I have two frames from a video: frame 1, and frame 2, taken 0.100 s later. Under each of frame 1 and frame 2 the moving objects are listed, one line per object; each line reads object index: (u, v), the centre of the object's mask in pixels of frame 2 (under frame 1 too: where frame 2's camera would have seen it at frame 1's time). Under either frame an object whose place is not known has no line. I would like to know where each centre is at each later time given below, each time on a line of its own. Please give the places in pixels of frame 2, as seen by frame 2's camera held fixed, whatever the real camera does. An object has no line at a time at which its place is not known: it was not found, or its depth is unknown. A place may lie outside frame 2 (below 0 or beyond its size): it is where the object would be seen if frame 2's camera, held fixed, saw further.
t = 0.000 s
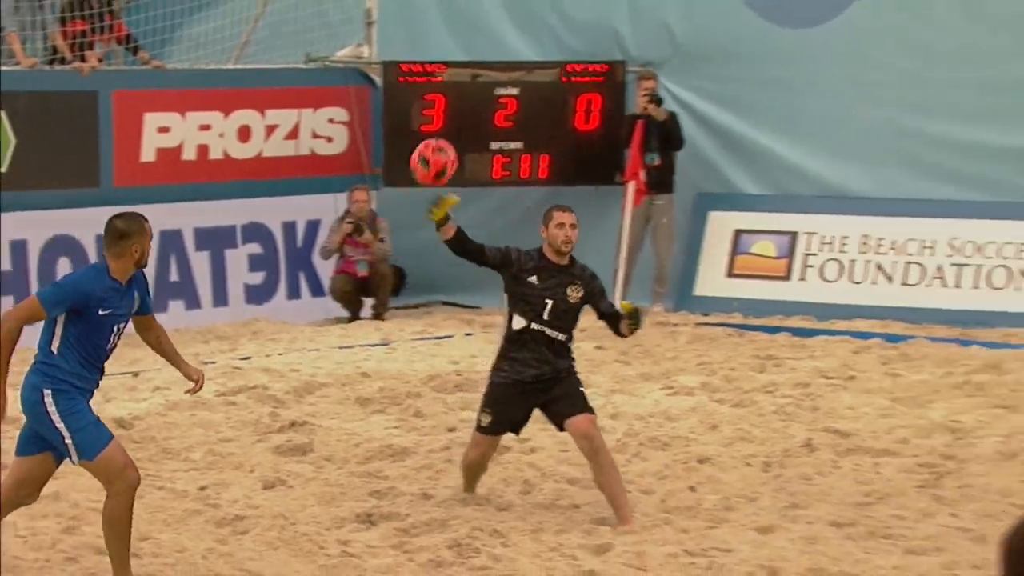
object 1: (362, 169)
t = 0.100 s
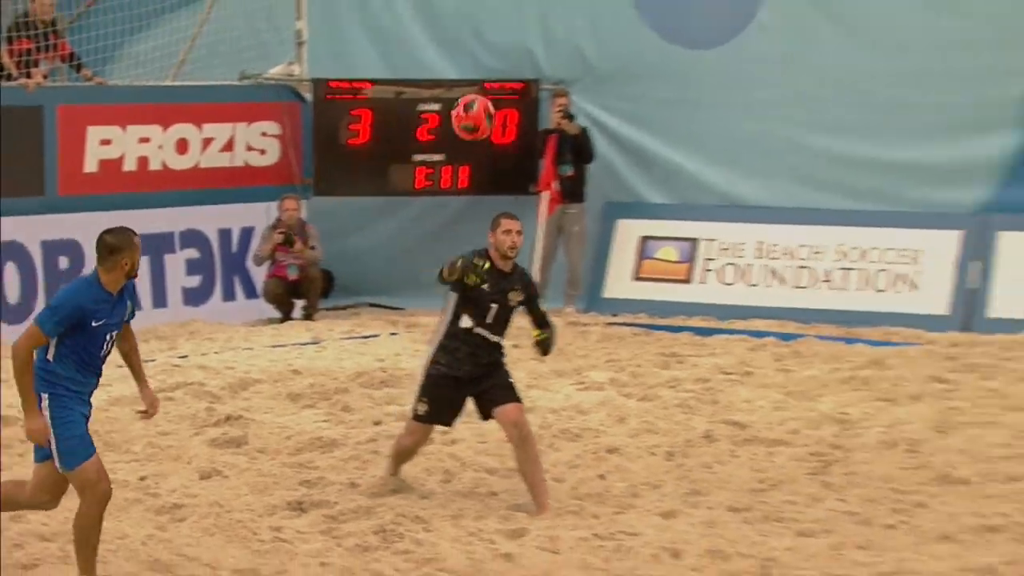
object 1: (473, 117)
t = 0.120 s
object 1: (494, 109)
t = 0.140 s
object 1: (526, 97)
